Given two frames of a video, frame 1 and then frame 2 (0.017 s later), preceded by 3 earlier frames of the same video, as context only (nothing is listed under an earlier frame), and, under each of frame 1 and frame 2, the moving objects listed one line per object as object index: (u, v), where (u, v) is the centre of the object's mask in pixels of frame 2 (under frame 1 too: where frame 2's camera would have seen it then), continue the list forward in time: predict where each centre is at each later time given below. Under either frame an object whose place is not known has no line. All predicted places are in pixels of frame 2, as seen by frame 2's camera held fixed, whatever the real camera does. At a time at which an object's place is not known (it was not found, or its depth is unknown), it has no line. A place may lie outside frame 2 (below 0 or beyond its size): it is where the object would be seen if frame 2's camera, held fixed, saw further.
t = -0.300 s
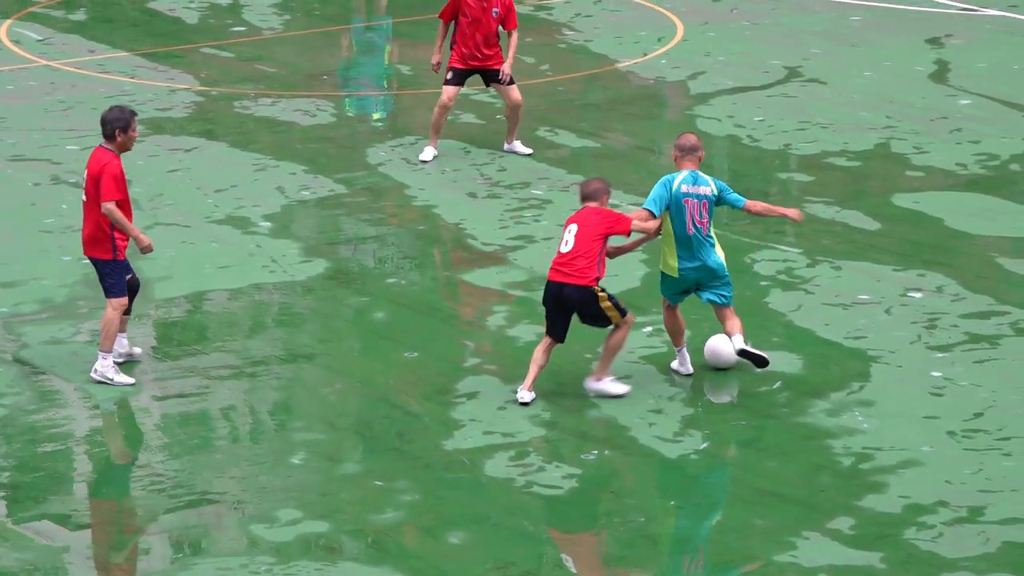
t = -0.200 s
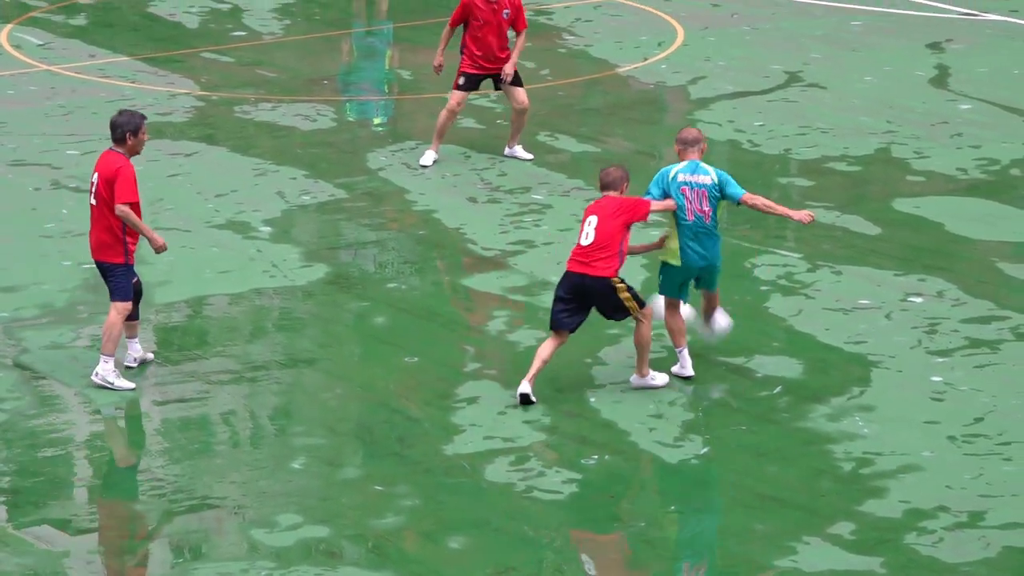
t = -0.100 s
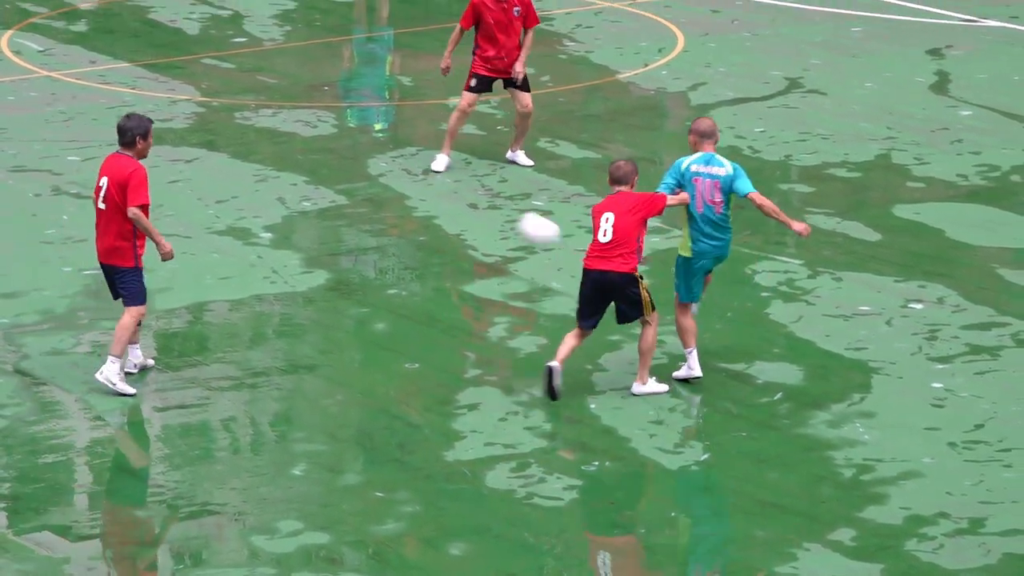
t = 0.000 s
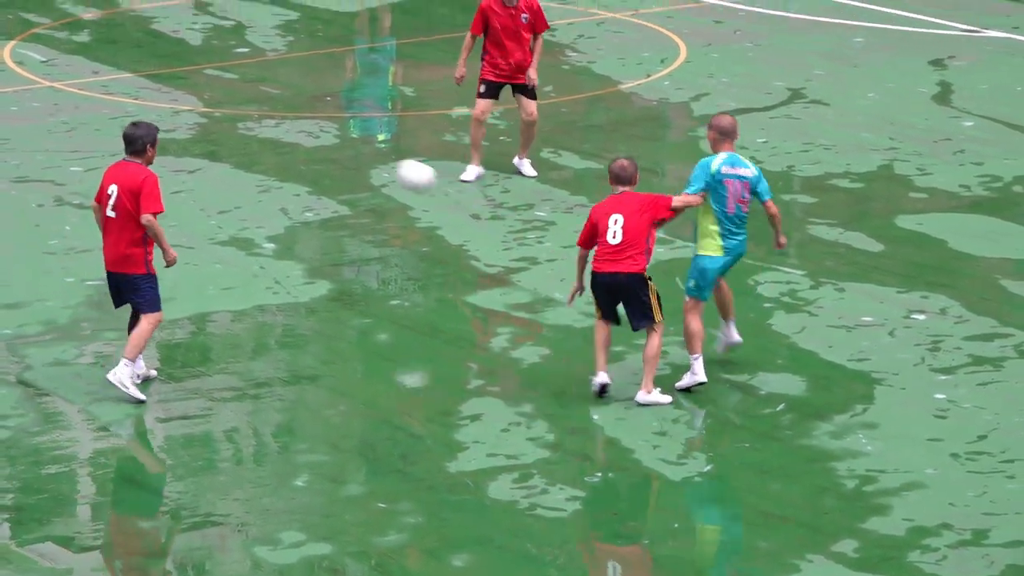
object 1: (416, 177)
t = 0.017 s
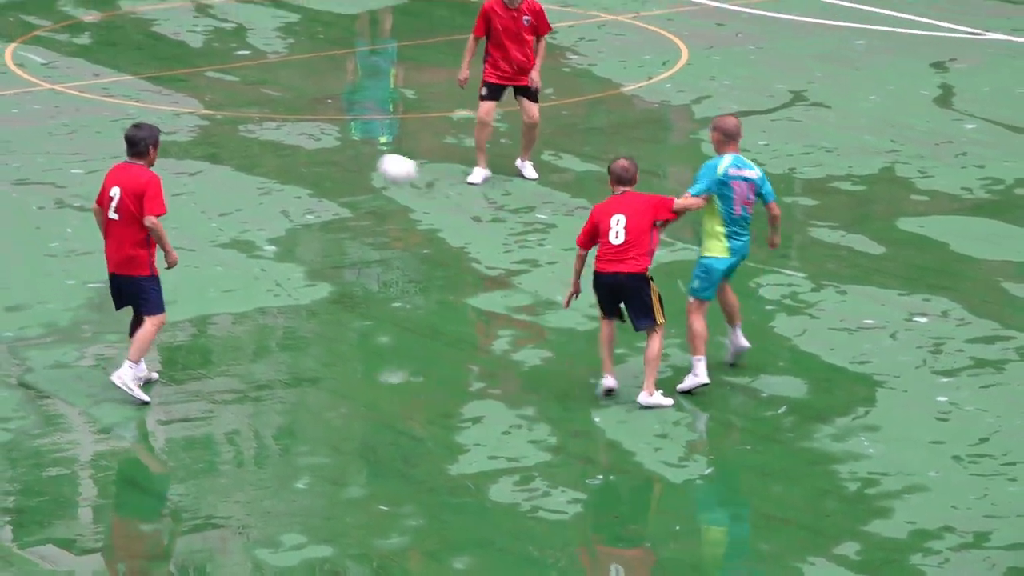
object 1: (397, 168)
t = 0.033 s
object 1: (377, 159)
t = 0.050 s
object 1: (358, 152)
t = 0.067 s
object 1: (339, 144)
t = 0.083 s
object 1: (321, 137)
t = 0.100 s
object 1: (301, 130)
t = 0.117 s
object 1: (283, 124)
